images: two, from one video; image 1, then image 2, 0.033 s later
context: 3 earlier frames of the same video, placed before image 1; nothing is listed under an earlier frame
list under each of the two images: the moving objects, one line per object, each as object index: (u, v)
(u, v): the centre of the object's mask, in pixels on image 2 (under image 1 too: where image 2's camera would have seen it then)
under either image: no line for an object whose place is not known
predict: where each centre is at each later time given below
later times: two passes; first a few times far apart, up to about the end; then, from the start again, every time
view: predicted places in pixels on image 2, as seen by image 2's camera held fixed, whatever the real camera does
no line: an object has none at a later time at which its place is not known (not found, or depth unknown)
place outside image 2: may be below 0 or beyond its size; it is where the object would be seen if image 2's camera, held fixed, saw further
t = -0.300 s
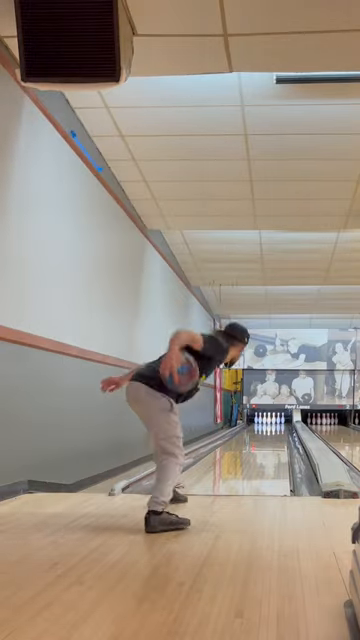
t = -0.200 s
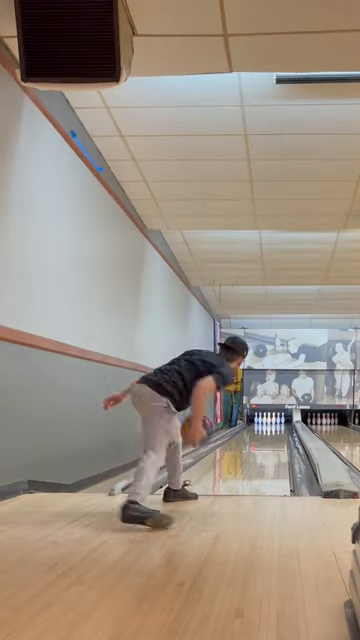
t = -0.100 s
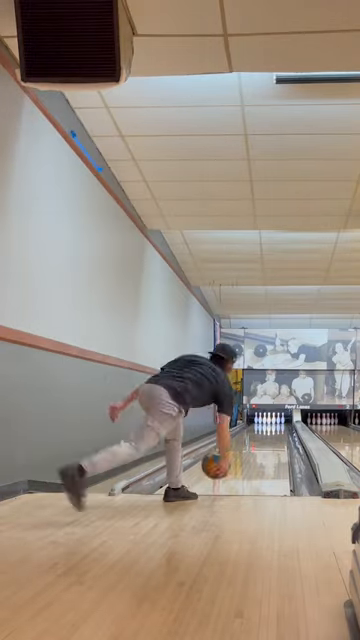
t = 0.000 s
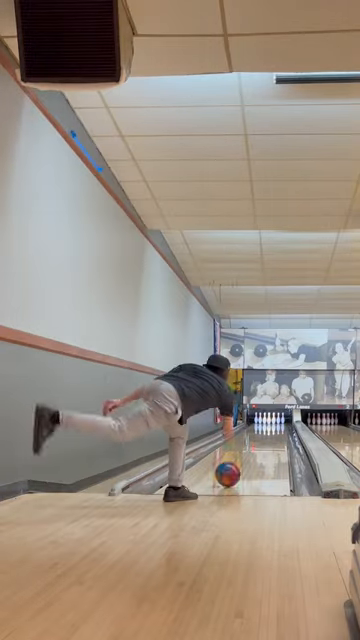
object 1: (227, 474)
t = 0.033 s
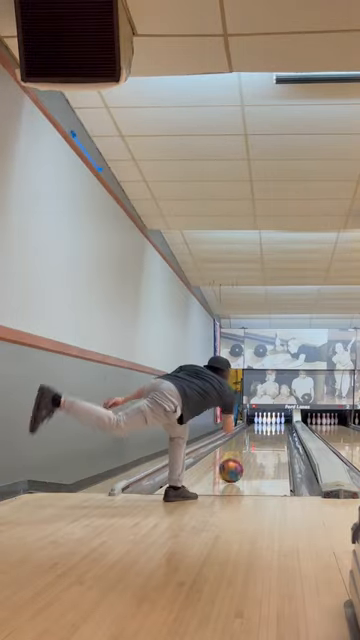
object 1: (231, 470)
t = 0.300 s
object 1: (249, 454)
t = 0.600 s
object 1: (260, 443)
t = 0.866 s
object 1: (267, 438)
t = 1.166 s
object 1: (271, 433)
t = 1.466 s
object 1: (275, 429)
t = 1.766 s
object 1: (276, 427)
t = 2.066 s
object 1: (275, 424)
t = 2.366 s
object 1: (273, 422)
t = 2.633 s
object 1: (269, 420)
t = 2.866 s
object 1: (265, 420)
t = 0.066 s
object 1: (234, 468)
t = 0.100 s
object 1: (236, 466)
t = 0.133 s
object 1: (239, 464)
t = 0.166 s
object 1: (241, 461)
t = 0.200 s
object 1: (243, 460)
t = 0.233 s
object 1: (245, 458)
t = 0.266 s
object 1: (248, 457)
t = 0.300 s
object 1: (249, 454)
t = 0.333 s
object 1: (251, 453)
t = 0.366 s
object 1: (252, 452)
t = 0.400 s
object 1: (254, 450)
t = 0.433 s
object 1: (256, 449)
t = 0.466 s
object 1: (256, 448)
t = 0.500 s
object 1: (258, 447)
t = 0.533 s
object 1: (259, 446)
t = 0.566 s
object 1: (260, 445)
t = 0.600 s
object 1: (260, 443)
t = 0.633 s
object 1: (261, 443)
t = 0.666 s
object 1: (262, 442)
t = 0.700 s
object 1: (264, 441)
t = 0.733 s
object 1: (264, 440)
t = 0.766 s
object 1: (265, 440)
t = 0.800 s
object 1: (266, 439)
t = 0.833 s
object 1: (266, 439)
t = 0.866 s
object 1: (267, 438)
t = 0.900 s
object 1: (268, 437)
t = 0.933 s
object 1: (269, 436)
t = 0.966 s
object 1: (269, 435)
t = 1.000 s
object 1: (270, 435)
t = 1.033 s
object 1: (270, 435)
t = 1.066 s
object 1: (270, 434)
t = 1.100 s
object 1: (271, 434)
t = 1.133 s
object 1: (271, 433)
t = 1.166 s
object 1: (271, 433)
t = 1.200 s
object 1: (272, 432)
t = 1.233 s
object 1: (272, 431)
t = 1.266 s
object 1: (273, 431)
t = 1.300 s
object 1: (274, 430)
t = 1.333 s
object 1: (274, 430)
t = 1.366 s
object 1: (275, 429)
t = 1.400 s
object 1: (275, 429)
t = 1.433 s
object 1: (275, 429)
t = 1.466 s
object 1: (275, 429)
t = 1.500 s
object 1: (275, 429)
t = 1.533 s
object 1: (276, 428)
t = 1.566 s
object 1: (276, 428)
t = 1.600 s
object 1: (275, 428)
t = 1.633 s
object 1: (276, 428)
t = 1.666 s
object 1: (275, 428)
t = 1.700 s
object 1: (276, 427)
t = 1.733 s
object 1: (276, 427)
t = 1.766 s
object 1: (276, 427)
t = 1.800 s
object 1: (276, 426)
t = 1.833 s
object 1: (276, 426)
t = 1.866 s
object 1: (276, 425)
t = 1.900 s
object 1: (276, 425)
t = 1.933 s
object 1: (276, 425)
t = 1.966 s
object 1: (276, 425)
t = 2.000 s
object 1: (276, 425)
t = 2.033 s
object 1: (276, 424)
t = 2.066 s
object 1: (275, 424)
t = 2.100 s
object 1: (275, 424)
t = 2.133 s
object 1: (275, 423)
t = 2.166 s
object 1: (274, 423)
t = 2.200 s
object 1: (274, 423)
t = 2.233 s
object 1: (274, 423)
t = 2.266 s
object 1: (273, 422)
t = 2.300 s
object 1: (273, 422)
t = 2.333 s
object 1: (273, 422)
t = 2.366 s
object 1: (273, 422)
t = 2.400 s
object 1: (272, 422)
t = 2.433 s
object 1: (271, 422)
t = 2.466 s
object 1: (271, 422)
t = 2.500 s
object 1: (270, 422)
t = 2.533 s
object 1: (269, 422)
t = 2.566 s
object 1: (269, 421)
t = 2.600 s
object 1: (269, 421)
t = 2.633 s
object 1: (269, 420)
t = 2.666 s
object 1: (268, 419)
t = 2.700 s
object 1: (267, 420)
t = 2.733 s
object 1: (267, 420)
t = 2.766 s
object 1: (267, 420)
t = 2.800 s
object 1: (266, 420)
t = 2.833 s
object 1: (265, 421)
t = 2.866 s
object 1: (265, 420)
